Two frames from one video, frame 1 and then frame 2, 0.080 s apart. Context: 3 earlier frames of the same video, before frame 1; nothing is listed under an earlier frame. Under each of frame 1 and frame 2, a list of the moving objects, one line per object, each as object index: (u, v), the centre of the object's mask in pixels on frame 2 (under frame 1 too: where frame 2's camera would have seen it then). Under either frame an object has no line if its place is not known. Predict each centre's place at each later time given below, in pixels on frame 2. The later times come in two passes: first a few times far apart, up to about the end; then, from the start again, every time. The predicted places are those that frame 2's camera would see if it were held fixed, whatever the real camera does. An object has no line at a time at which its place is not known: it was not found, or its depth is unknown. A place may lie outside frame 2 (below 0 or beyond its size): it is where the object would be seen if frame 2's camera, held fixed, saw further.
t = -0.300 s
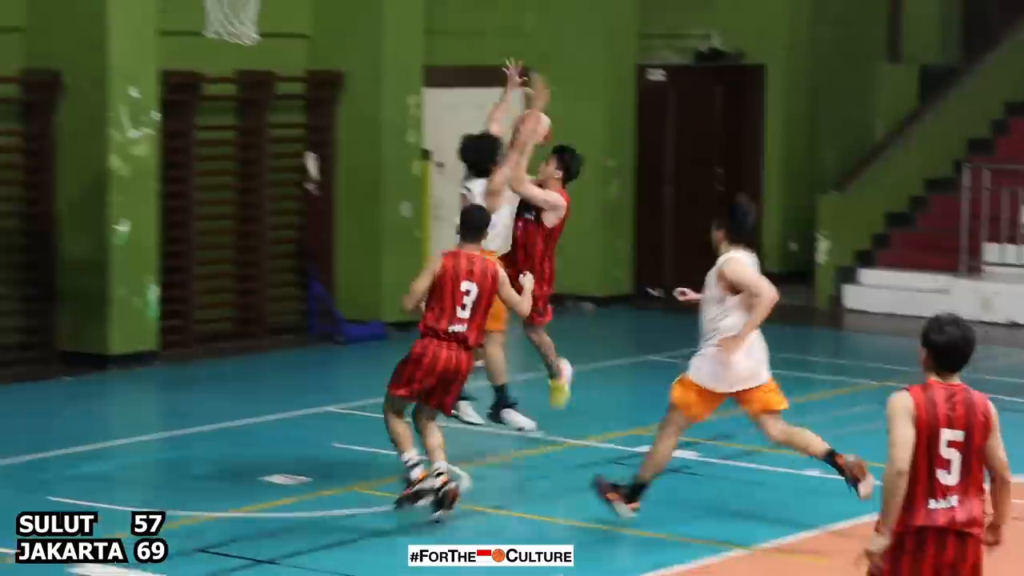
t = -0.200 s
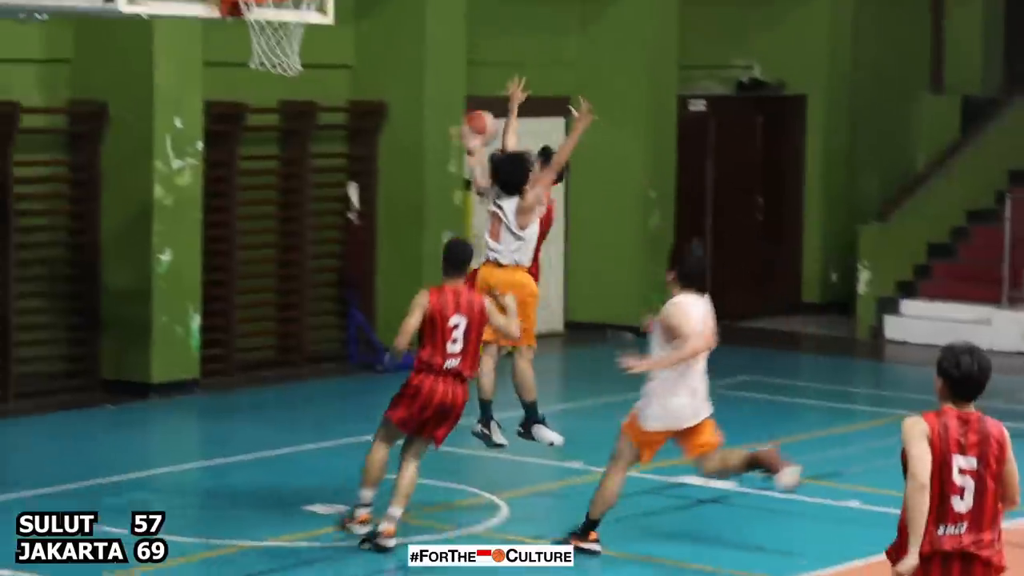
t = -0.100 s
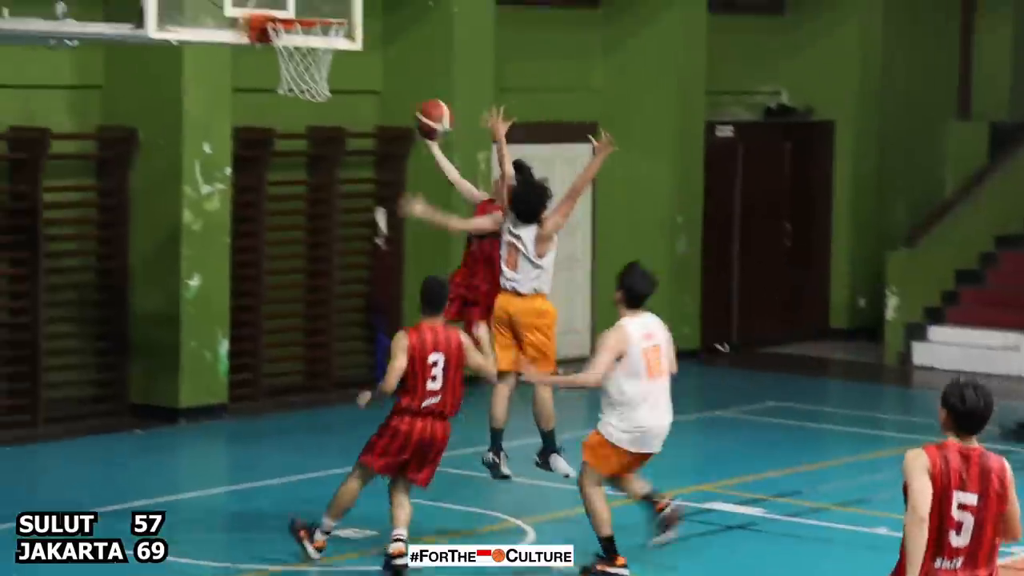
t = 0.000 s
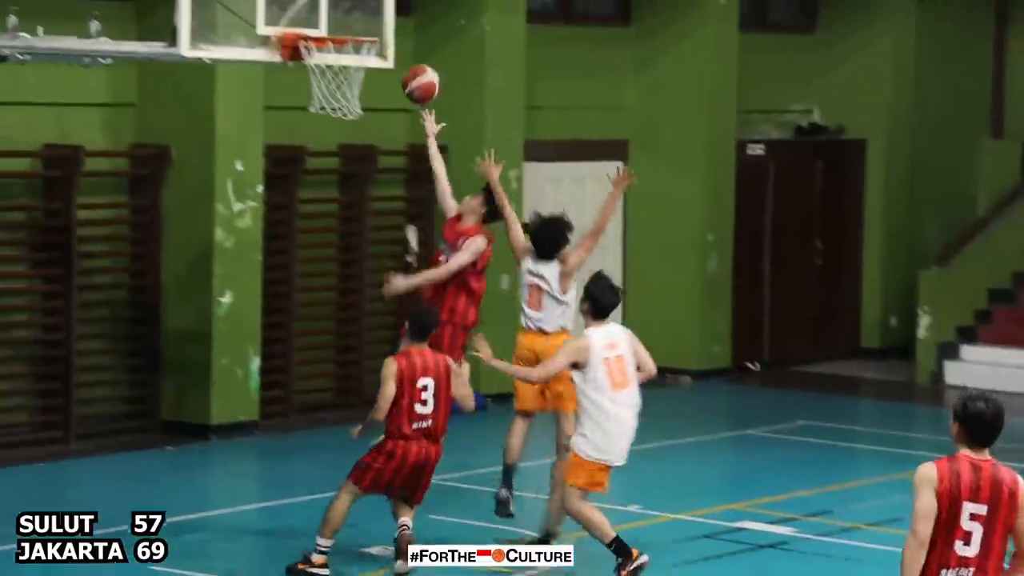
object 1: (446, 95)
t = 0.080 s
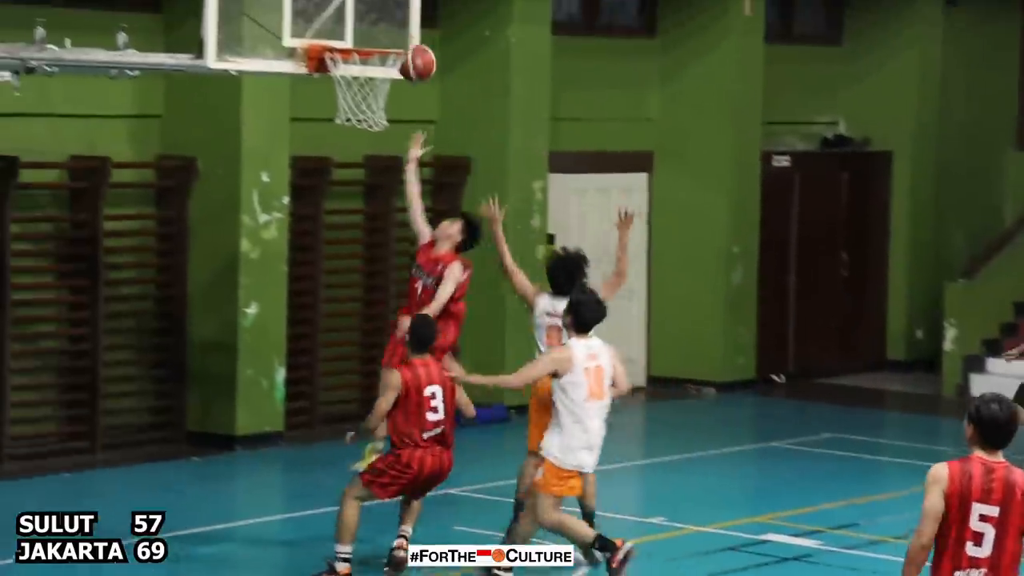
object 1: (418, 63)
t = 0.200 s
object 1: (373, 31)
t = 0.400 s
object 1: (367, 24)
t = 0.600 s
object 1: (361, 84)
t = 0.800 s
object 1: (364, 127)
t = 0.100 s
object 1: (412, 56)
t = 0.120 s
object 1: (403, 47)
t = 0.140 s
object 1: (393, 38)
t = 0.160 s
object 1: (386, 36)
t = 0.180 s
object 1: (378, 33)
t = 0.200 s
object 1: (373, 31)
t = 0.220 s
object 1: (373, 28)
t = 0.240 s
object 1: (373, 25)
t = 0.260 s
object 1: (372, 23)
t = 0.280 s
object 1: (371, 21)
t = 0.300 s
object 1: (371, 20)
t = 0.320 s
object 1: (370, 19)
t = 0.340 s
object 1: (369, 20)
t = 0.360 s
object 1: (369, 21)
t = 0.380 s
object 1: (368, 22)
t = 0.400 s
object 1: (367, 24)
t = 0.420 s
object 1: (366, 26)
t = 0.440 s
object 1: (367, 31)
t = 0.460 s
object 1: (366, 33)
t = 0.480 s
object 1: (365, 36)
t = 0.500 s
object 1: (365, 39)
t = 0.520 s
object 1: (365, 42)
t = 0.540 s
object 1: (364, 57)
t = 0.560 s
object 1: (362, 70)
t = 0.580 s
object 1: (362, 74)
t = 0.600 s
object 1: (361, 84)
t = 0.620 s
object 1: (361, 89)
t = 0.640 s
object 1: (362, 95)
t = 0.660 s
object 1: (364, 100)
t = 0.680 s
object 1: (365, 102)
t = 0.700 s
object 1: (364, 104)
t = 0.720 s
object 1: (364, 109)
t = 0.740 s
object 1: (364, 112)
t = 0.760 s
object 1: (365, 121)
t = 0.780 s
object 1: (365, 124)
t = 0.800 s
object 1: (364, 127)
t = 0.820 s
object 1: (365, 135)
